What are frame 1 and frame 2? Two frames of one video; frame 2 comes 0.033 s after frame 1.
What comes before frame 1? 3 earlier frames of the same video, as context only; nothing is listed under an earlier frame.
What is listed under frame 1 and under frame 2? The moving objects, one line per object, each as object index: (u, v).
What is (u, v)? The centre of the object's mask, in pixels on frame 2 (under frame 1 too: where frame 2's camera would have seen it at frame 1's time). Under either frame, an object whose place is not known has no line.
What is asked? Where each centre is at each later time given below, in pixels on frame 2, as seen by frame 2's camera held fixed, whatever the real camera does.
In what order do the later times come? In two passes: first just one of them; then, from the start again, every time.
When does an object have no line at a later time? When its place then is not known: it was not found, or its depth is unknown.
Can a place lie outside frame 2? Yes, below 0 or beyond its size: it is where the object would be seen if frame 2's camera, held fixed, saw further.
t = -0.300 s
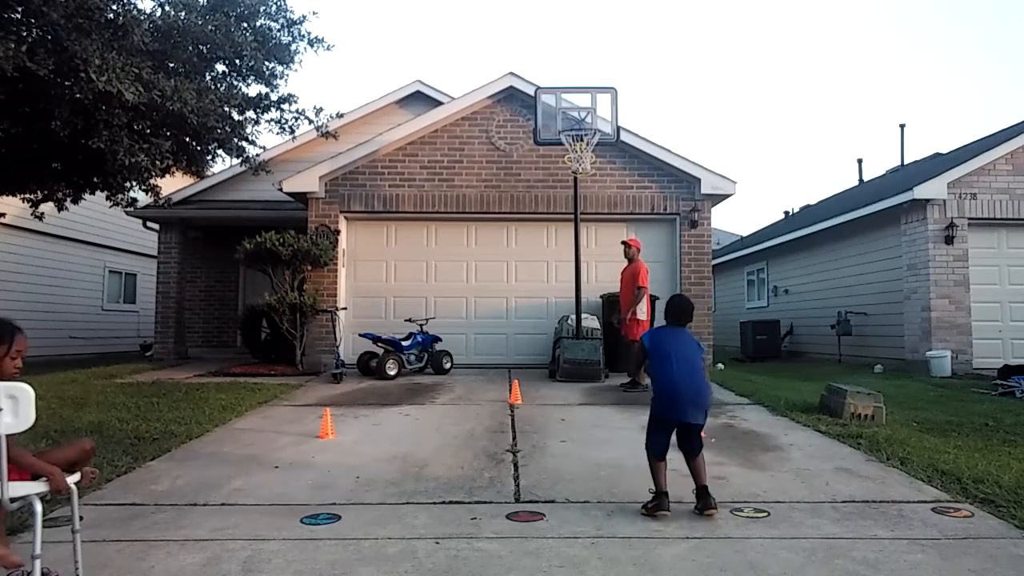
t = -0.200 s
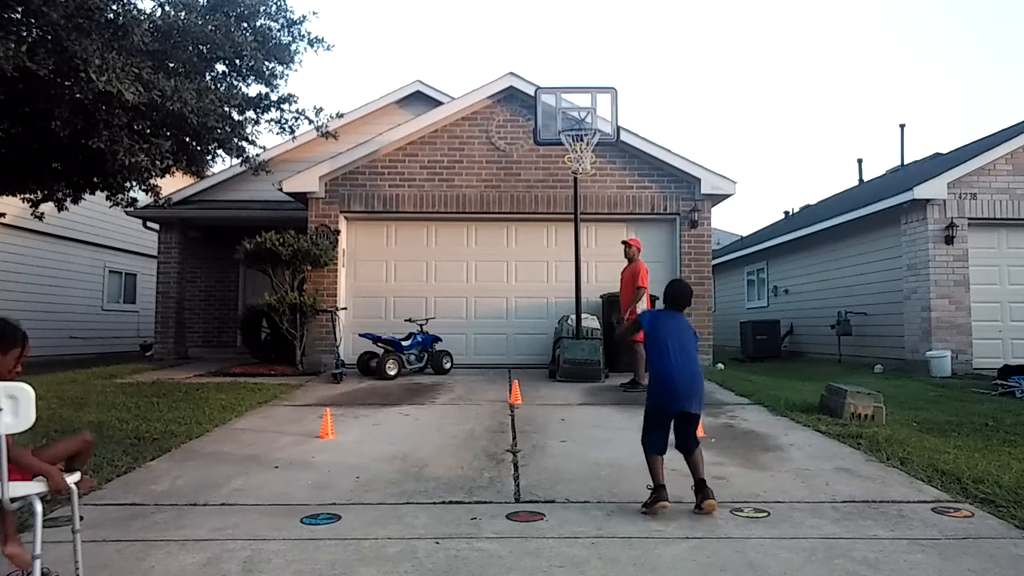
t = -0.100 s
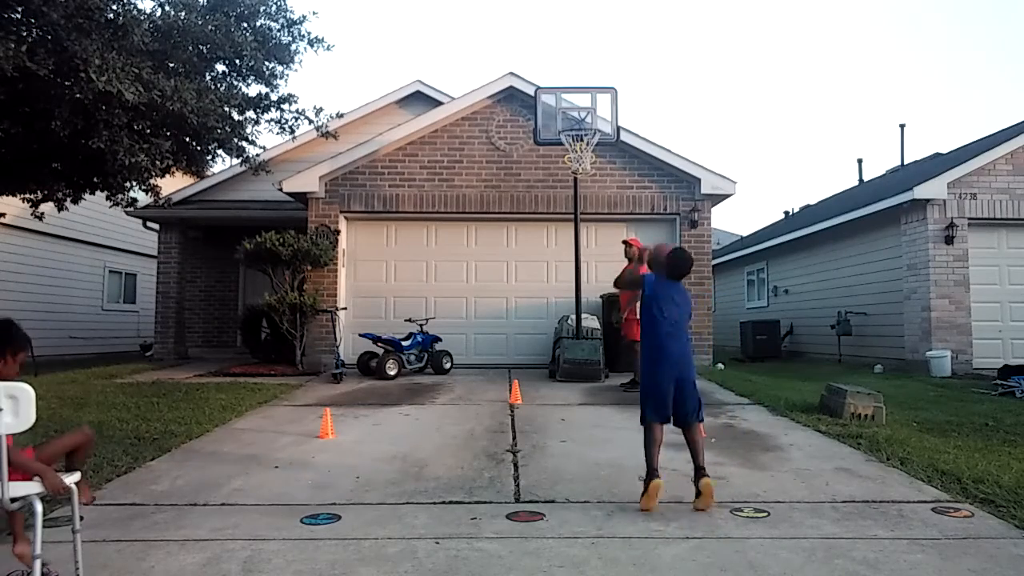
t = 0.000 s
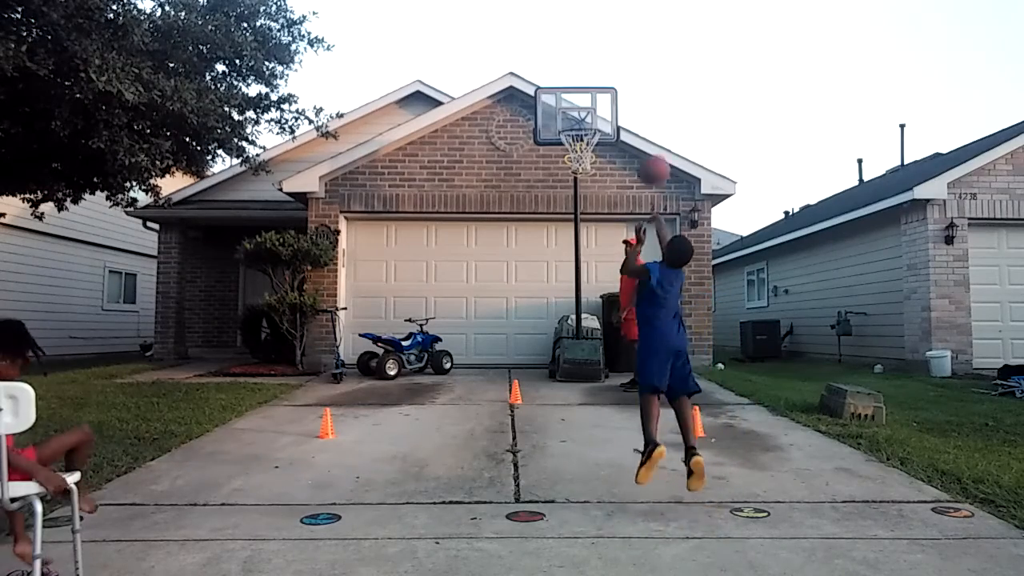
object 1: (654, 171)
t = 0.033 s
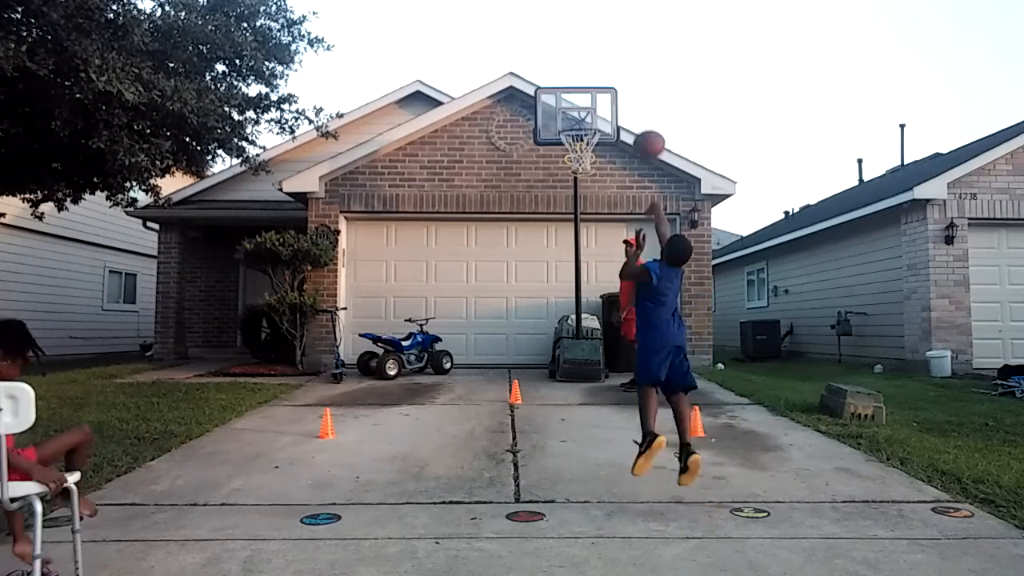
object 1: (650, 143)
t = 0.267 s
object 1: (627, 29)
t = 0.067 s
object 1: (645, 120)
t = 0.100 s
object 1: (642, 100)
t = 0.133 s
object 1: (639, 81)
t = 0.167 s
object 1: (635, 65)
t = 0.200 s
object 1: (632, 51)
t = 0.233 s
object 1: (630, 39)
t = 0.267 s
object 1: (627, 29)
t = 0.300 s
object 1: (624, 20)
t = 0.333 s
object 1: (622, 13)
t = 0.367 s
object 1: (620, 9)
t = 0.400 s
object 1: (617, 7)
